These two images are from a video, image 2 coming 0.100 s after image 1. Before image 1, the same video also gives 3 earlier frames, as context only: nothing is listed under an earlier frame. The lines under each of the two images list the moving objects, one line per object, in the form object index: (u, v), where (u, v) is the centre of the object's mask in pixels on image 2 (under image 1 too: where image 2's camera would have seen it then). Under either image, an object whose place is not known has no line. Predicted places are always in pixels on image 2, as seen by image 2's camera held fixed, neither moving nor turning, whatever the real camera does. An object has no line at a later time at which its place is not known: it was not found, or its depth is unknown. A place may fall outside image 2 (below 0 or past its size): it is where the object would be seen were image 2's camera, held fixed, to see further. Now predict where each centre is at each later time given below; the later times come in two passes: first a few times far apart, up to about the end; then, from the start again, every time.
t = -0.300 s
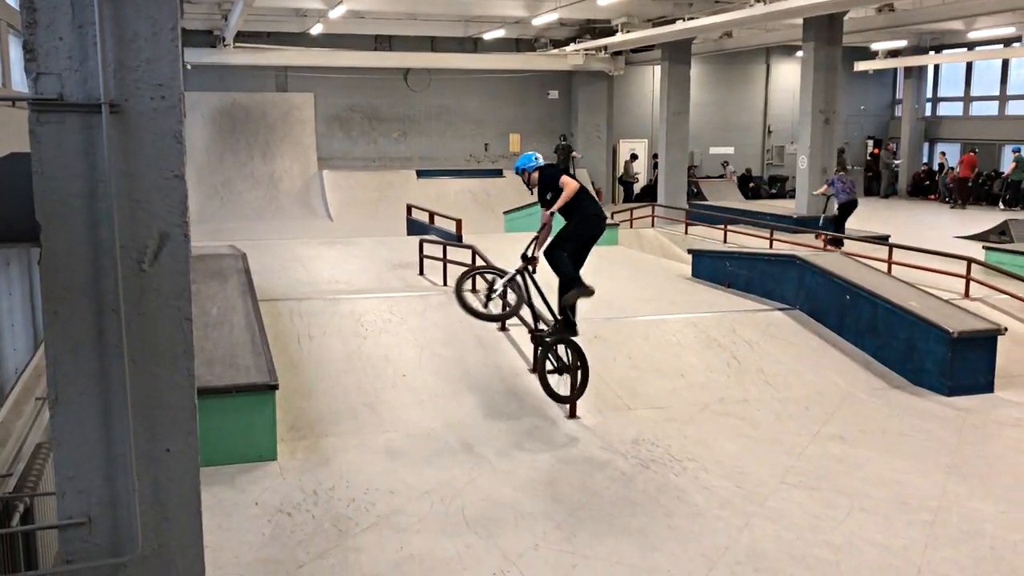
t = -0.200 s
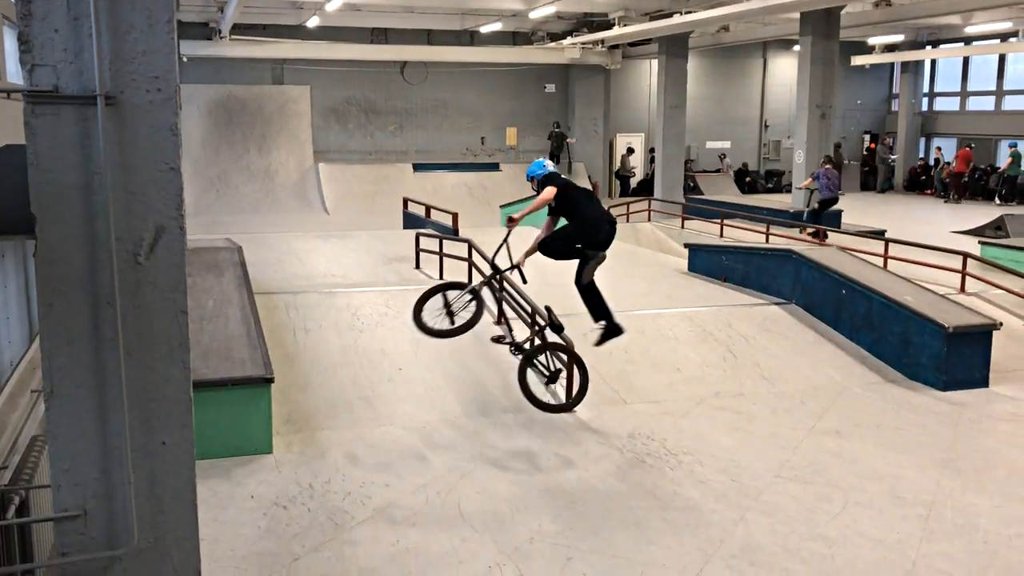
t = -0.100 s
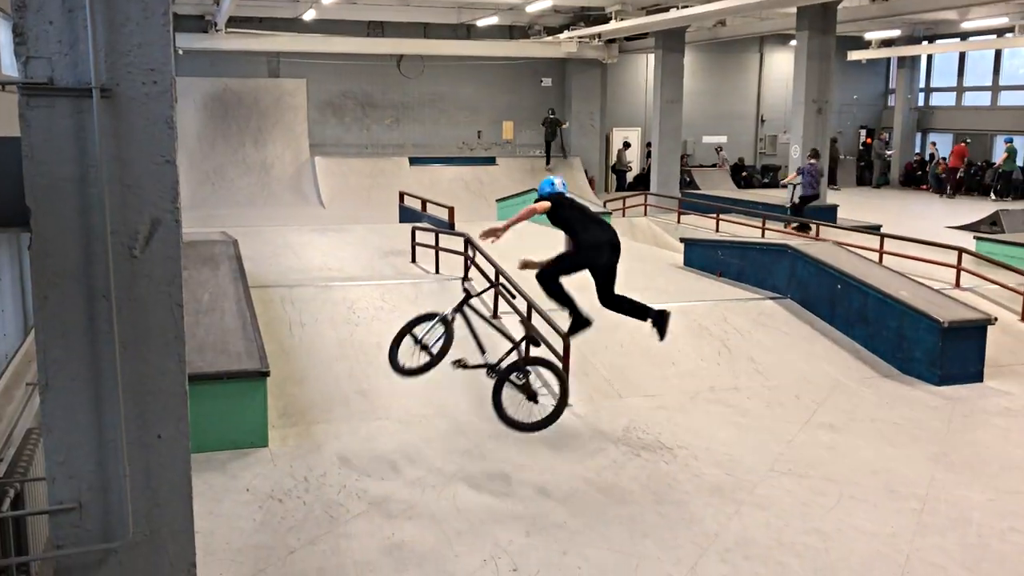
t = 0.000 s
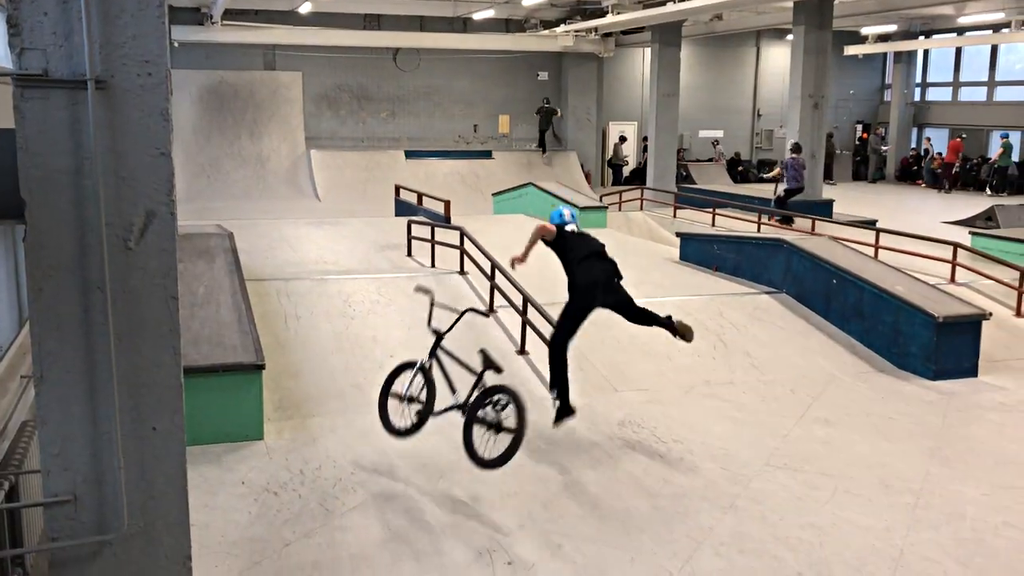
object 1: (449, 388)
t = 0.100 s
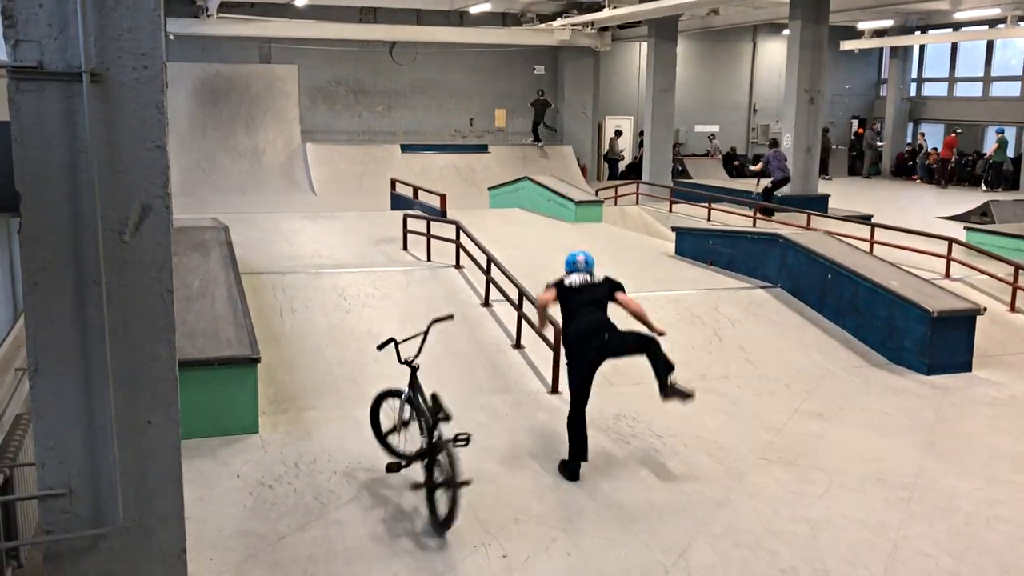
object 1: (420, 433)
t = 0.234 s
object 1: (402, 400)
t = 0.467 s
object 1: (377, 360)
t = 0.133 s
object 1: (413, 415)
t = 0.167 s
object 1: (410, 403)
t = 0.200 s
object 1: (406, 401)
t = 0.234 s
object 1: (402, 400)
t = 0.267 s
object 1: (401, 395)
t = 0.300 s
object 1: (402, 388)
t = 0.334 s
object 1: (402, 379)
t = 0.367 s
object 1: (400, 371)
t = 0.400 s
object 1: (396, 366)
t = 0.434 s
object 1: (388, 362)
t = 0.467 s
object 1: (377, 360)
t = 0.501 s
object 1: (366, 365)
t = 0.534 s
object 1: (377, 389)
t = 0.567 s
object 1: (380, 402)
